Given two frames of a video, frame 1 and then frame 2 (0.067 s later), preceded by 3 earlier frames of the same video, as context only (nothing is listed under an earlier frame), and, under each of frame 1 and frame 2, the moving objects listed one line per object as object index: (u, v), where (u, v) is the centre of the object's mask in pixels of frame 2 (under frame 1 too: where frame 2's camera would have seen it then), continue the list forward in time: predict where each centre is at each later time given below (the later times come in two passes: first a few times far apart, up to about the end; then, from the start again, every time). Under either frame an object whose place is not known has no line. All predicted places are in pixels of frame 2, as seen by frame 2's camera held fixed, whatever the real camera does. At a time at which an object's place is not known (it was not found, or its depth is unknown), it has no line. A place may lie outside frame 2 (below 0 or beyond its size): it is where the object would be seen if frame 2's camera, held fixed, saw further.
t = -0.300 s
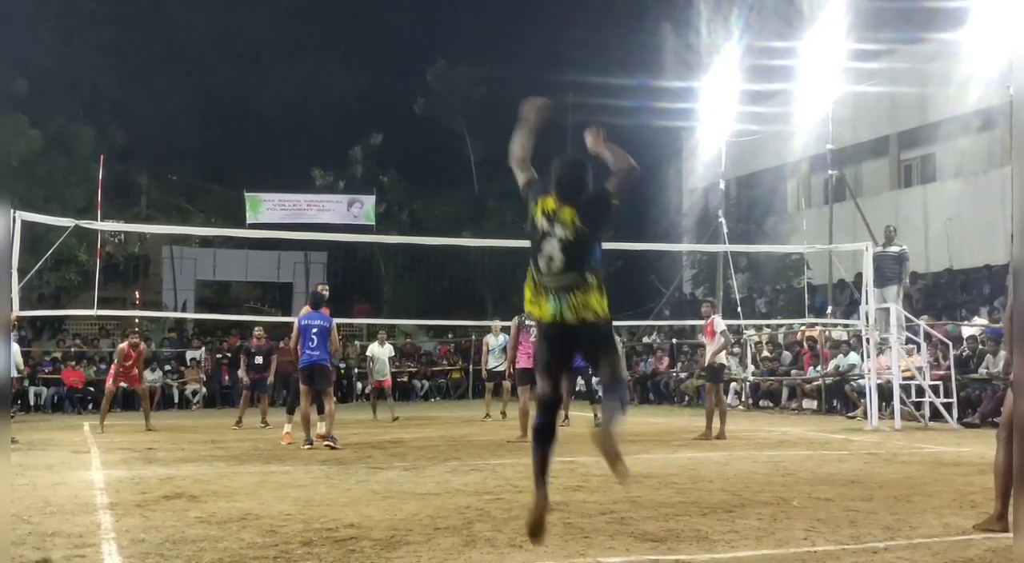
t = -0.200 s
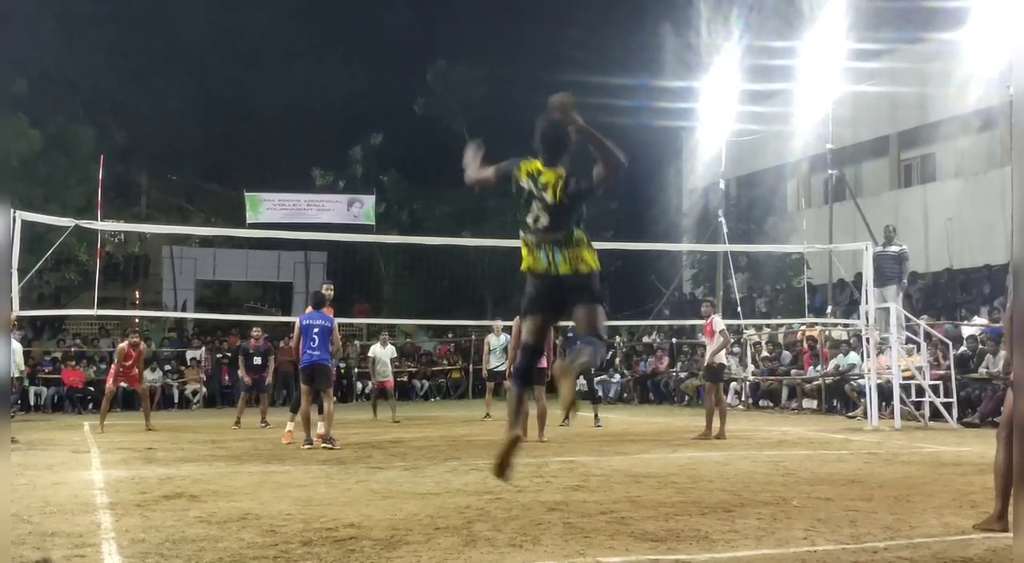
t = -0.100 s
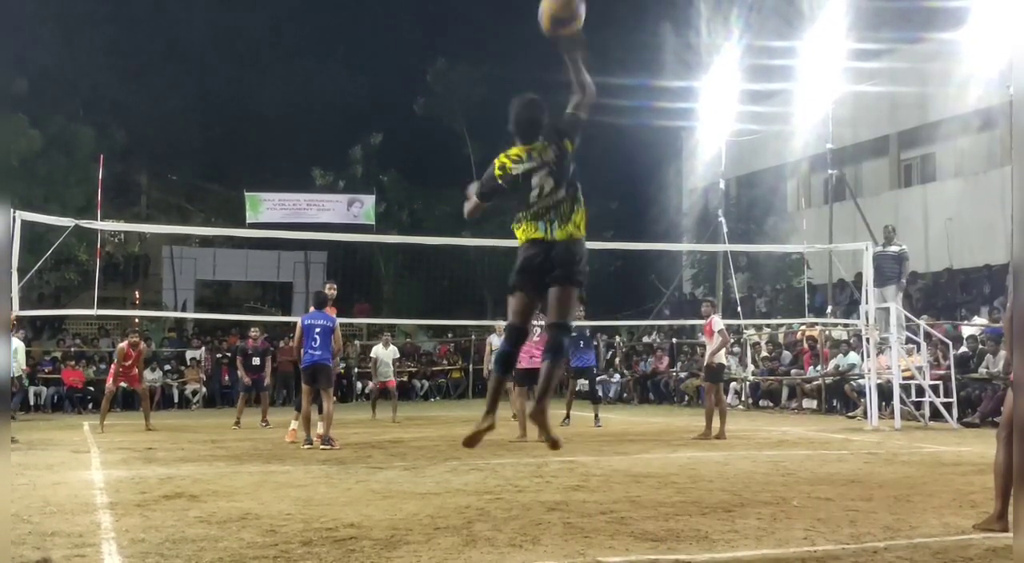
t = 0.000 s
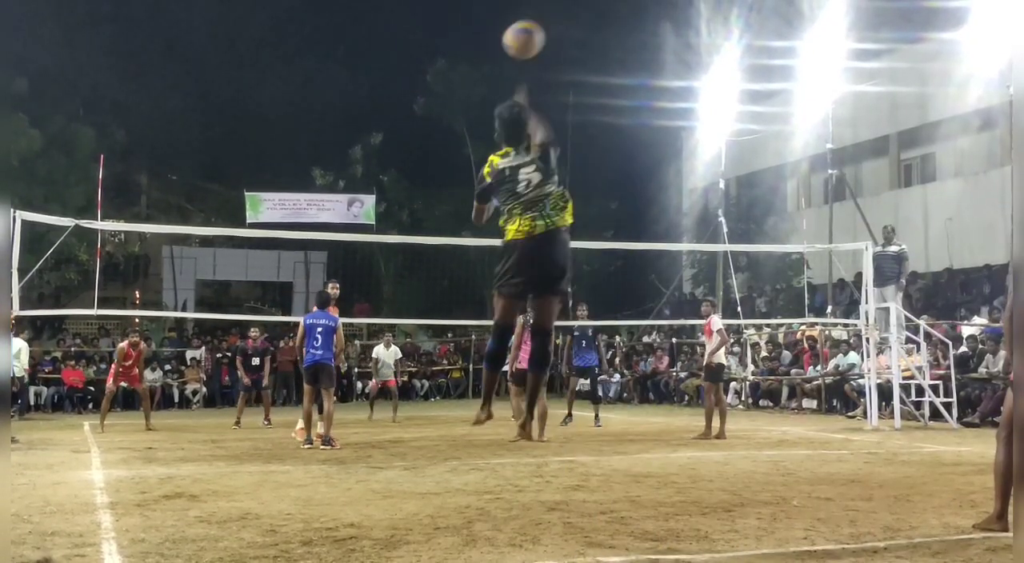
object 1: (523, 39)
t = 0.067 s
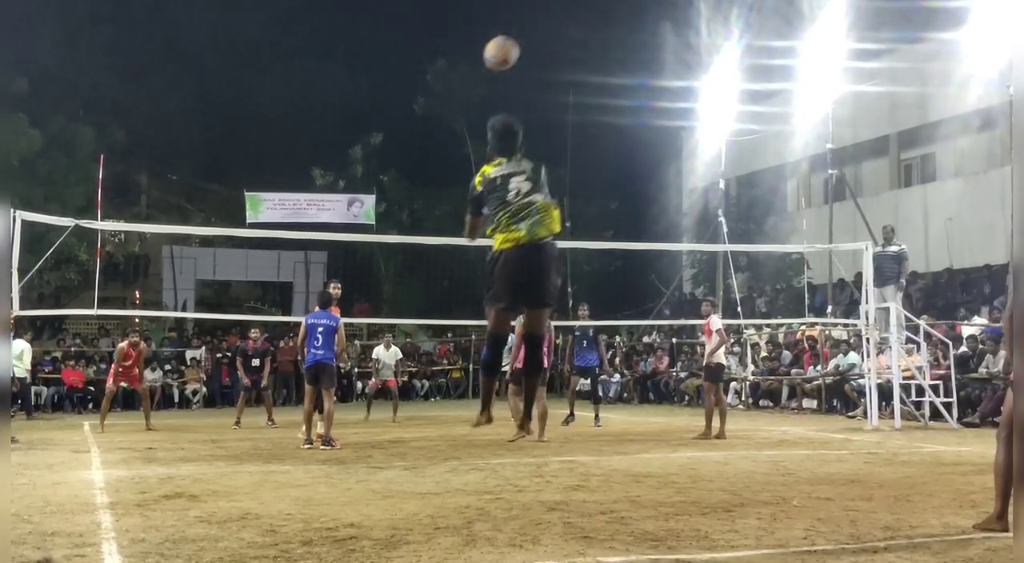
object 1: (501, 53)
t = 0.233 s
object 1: (463, 101)
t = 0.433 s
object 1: (436, 167)
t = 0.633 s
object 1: (417, 248)
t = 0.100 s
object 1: (492, 62)
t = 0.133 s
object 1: (484, 71)
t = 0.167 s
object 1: (476, 82)
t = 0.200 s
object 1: (469, 91)
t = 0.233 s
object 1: (463, 101)
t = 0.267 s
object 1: (458, 111)
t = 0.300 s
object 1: (453, 122)
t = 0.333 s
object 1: (448, 133)
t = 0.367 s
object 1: (443, 143)
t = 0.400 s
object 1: (439, 155)
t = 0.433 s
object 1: (436, 167)
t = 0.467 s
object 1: (432, 179)
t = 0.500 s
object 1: (429, 192)
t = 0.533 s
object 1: (426, 205)
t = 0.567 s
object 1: (423, 218)
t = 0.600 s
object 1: (421, 229)
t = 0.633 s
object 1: (417, 248)
